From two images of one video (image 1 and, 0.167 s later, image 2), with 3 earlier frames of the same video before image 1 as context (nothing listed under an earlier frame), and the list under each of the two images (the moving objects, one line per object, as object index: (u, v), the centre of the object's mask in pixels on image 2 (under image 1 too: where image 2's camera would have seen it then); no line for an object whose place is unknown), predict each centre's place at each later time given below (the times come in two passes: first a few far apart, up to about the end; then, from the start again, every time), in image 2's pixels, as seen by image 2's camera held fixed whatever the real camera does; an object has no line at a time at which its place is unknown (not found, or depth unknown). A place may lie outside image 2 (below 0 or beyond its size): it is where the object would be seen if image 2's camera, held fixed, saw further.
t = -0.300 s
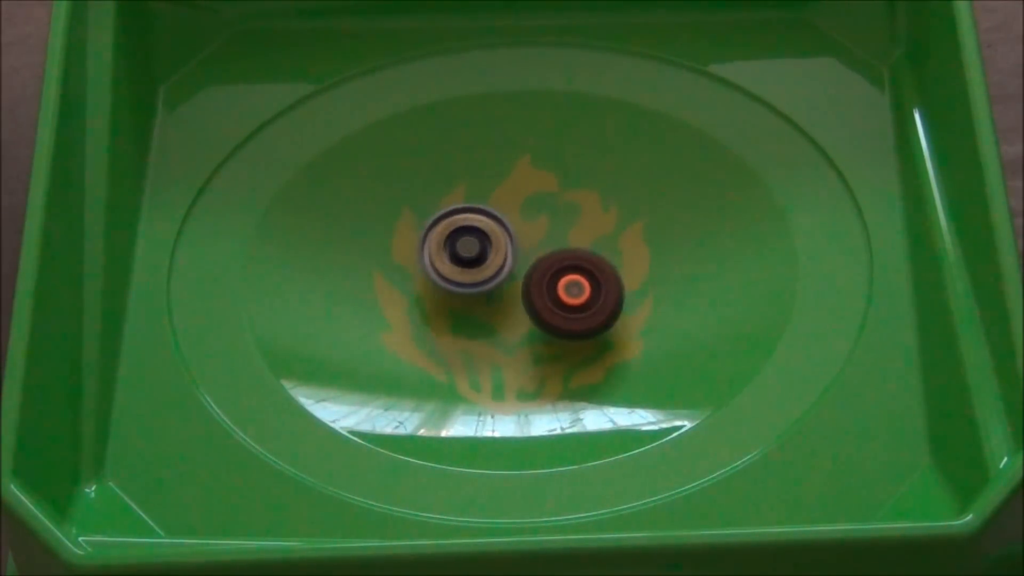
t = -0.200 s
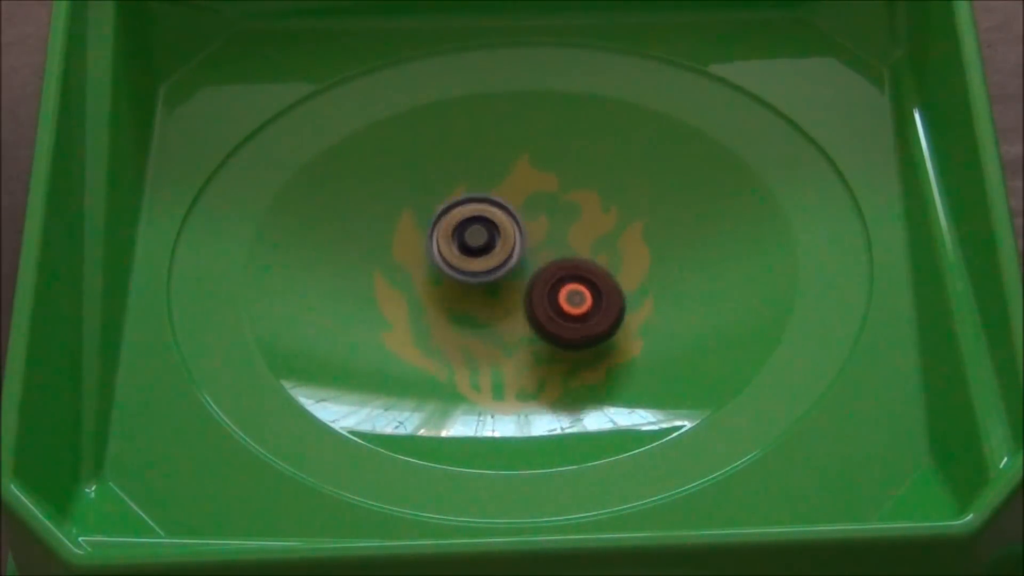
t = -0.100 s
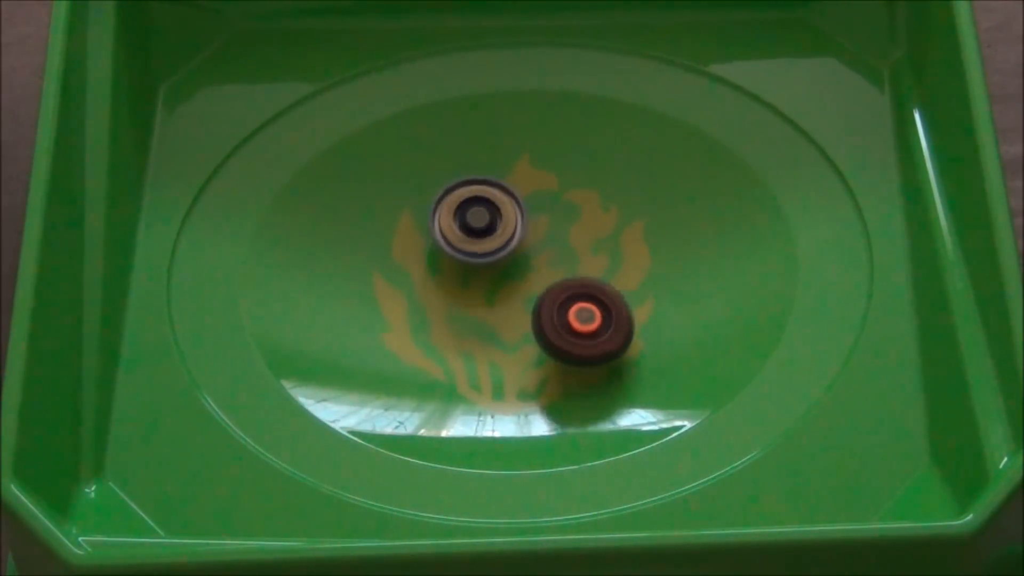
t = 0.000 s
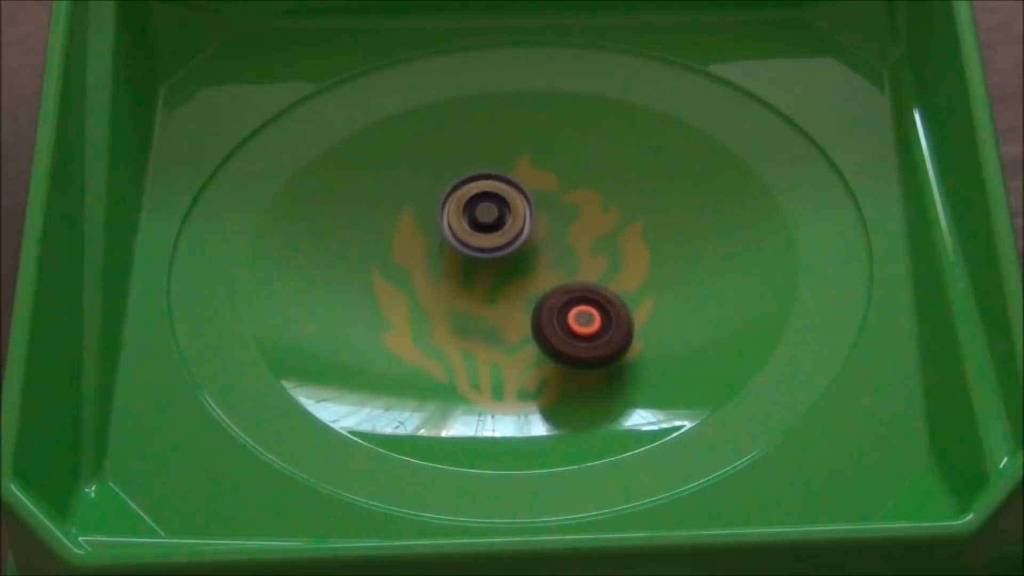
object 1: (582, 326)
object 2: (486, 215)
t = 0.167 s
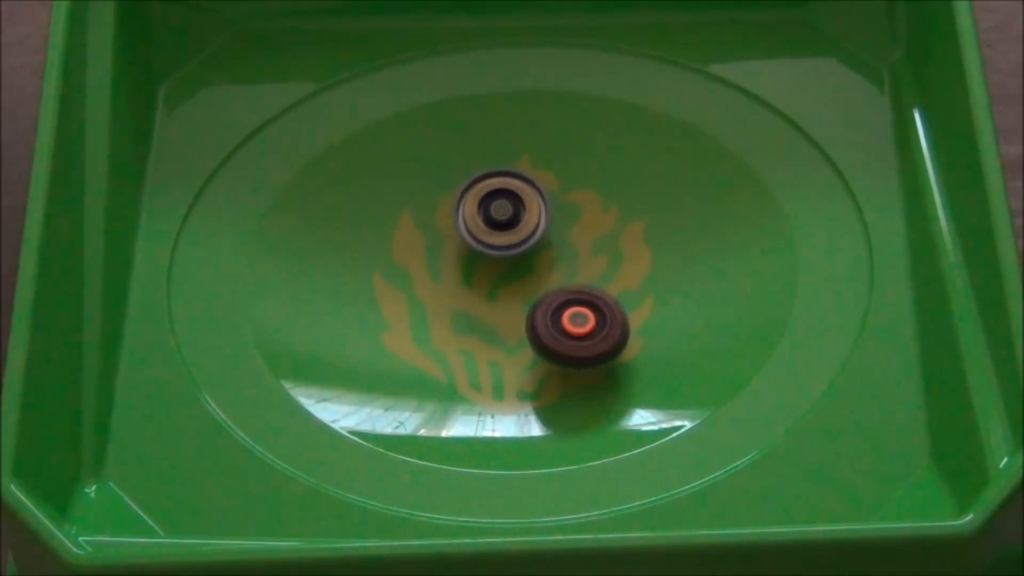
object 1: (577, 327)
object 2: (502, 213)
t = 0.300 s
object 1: (572, 325)
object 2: (515, 213)
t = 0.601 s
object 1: (563, 320)
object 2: (539, 225)
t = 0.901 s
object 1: (549, 343)
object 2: (554, 207)
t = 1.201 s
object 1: (532, 334)
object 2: (555, 214)
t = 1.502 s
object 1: (519, 332)
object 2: (548, 234)
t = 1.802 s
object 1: (500, 350)
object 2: (544, 222)
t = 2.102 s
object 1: (500, 326)
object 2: (529, 217)
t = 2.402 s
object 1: (505, 317)
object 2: (514, 221)
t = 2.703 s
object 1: (489, 389)
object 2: (501, 162)
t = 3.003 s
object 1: (491, 312)
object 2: (476, 203)
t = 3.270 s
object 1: (489, 351)
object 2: (501, 178)
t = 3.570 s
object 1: (494, 333)
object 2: (502, 203)
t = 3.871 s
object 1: (496, 319)
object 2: (523, 227)
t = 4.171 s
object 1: (476, 341)
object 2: (551, 228)
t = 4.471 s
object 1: (471, 335)
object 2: (544, 258)
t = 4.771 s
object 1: (444, 345)
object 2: (567, 251)
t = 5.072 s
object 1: (464, 316)
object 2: (562, 243)
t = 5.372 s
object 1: (472, 310)
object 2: (545, 241)
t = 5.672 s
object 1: (418, 342)
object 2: (580, 190)
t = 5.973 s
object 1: (454, 302)
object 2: (554, 198)
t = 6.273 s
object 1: (461, 296)
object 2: (554, 223)
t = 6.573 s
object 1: (449, 305)
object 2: (558, 239)
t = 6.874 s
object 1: (446, 301)
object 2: (546, 253)
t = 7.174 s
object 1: (402, 313)
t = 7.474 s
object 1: (454, 289)
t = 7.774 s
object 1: (465, 286)
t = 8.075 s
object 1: (445, 290)
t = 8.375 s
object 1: (443, 283)
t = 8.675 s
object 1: (441, 283)
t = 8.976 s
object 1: (434, 296)
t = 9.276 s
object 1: (446, 293)
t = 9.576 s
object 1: (455, 285)
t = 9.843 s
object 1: (431, 304)
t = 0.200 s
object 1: (576, 327)
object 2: (505, 212)
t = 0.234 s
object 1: (575, 326)
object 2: (508, 213)
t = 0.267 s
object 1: (574, 325)
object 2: (511, 213)
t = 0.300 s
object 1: (572, 325)
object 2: (515, 213)
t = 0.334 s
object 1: (571, 325)
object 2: (517, 214)
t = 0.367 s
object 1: (570, 324)
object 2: (521, 215)
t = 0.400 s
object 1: (569, 323)
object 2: (524, 216)
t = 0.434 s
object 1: (568, 323)
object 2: (526, 217)
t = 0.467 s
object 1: (567, 323)
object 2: (529, 218)
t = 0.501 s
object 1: (566, 322)
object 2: (531, 220)
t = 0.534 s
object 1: (565, 321)
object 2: (534, 221)
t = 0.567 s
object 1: (564, 320)
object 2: (537, 223)
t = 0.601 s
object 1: (563, 320)
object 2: (539, 225)
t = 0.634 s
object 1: (562, 320)
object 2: (541, 227)
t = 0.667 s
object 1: (561, 319)
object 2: (543, 229)
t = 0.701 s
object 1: (560, 326)
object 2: (545, 224)
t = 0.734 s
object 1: (559, 336)
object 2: (548, 216)
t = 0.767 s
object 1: (558, 342)
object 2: (550, 210)
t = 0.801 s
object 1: (556, 345)
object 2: (551, 208)
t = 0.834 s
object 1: (554, 345)
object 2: (553, 207)
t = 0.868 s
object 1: (552, 344)
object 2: (554, 206)
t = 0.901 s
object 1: (549, 343)
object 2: (554, 207)
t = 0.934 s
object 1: (547, 341)
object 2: (554, 207)
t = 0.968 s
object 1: (545, 340)
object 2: (555, 207)
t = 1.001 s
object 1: (543, 339)
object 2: (555, 208)
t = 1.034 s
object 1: (541, 338)
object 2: (556, 209)
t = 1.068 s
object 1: (539, 337)
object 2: (556, 210)
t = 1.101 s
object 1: (538, 336)
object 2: (556, 211)
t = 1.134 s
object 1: (536, 335)
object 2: (556, 212)
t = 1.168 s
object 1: (534, 334)
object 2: (556, 213)
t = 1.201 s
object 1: (532, 334)
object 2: (555, 214)
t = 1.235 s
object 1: (531, 333)
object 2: (555, 216)
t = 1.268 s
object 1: (529, 333)
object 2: (554, 218)
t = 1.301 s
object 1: (527, 333)
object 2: (554, 220)
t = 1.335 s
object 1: (526, 333)
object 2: (553, 222)
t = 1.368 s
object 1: (525, 332)
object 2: (552, 224)
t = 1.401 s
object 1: (523, 332)
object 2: (551, 226)
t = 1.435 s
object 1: (522, 332)
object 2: (550, 228)
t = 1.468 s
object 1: (520, 332)
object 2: (549, 231)
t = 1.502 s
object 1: (519, 332)
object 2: (548, 234)
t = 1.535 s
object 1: (518, 331)
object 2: (546, 236)
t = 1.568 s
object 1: (517, 331)
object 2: (545, 239)
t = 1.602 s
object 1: (515, 333)
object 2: (544, 241)
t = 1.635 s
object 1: (510, 344)
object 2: (546, 232)
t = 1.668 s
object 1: (505, 351)
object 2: (548, 228)
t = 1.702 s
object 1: (503, 354)
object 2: (548, 225)
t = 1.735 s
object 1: (501, 354)
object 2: (547, 224)
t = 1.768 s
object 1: (501, 353)
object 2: (546, 223)
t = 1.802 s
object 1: (500, 350)
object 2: (544, 222)
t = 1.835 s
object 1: (500, 346)
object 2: (542, 221)
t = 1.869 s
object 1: (500, 341)
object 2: (541, 220)
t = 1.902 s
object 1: (499, 336)
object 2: (539, 219)
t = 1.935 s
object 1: (499, 332)
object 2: (538, 219)
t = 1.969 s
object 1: (499, 330)
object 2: (536, 218)
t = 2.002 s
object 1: (499, 329)
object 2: (535, 218)
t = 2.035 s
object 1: (499, 327)
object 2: (533, 218)
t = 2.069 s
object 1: (500, 326)
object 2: (531, 217)
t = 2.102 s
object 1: (500, 326)
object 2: (529, 217)
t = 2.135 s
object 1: (500, 325)
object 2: (528, 217)
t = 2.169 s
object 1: (501, 324)
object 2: (526, 217)
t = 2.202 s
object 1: (502, 323)
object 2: (525, 217)
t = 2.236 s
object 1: (502, 322)
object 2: (523, 217)
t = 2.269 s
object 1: (503, 321)
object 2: (521, 218)
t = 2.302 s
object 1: (504, 320)
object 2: (519, 218)
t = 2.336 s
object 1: (504, 320)
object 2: (517, 219)
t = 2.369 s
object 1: (504, 319)
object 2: (516, 220)
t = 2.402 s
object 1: (505, 317)
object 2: (514, 221)
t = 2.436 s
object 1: (505, 316)
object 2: (512, 222)
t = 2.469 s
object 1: (505, 315)
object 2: (511, 222)
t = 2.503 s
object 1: (503, 326)
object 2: (511, 214)
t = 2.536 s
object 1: (499, 350)
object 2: (513, 192)
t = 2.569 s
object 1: (496, 370)
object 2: (515, 175)
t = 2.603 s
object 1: (493, 382)
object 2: (515, 165)
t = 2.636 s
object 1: (491, 390)
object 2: (512, 161)
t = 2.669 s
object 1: (490, 392)
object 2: (507, 161)
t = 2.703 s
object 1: (489, 389)
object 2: (501, 162)
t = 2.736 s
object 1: (487, 384)
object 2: (496, 165)
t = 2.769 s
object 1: (486, 377)
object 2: (491, 169)
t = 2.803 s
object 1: (486, 369)
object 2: (487, 173)
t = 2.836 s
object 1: (486, 359)
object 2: (483, 178)
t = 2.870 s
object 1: (487, 347)
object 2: (480, 184)
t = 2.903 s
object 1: (489, 336)
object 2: (478, 190)
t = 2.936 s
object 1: (490, 327)
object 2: (476, 195)
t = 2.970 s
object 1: (490, 318)
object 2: (476, 200)
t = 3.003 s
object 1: (491, 312)
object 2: (476, 203)
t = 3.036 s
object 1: (491, 306)
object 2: (479, 205)
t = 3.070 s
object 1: (491, 302)
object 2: (481, 206)
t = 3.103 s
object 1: (492, 300)
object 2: (484, 207)
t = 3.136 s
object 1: (492, 300)
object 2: (487, 209)
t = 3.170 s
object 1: (490, 315)
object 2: (491, 195)
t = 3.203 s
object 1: (489, 330)
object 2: (496, 183)
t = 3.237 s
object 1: (489, 342)
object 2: (499, 178)
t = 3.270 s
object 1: (489, 351)
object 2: (501, 178)
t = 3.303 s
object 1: (490, 354)
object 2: (500, 180)
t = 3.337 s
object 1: (491, 354)
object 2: (499, 182)
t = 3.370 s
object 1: (492, 352)
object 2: (498, 185)
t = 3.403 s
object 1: (492, 348)
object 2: (496, 189)
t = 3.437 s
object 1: (493, 344)
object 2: (496, 192)
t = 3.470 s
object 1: (493, 340)
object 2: (496, 196)
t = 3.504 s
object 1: (494, 336)
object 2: (497, 199)
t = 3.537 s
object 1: (494, 334)
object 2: (499, 201)
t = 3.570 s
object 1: (494, 333)
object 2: (502, 203)
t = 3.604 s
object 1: (494, 331)
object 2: (504, 205)
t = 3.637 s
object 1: (495, 330)
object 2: (507, 207)
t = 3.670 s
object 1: (495, 329)
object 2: (509, 209)
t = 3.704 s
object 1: (495, 328)
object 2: (512, 212)
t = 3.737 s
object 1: (495, 327)
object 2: (514, 215)
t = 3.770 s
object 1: (496, 324)
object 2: (517, 218)
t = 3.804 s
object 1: (496, 323)
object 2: (519, 221)
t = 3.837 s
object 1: (496, 322)
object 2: (521, 224)
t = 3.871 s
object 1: (496, 319)
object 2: (523, 227)
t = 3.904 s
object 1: (495, 319)
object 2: (525, 229)
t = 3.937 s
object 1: (488, 329)
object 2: (533, 222)
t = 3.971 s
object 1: (484, 335)
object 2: (539, 218)
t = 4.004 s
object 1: (481, 340)
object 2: (543, 216)
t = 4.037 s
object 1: (479, 343)
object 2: (547, 217)
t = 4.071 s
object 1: (478, 343)
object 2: (549, 219)
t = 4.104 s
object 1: (478, 343)
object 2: (550, 221)
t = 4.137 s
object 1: (477, 342)
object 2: (551, 224)
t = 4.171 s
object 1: (476, 341)
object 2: (551, 228)
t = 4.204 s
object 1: (476, 340)
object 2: (551, 231)
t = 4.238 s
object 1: (475, 339)
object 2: (551, 235)
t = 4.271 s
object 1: (474, 338)
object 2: (550, 238)
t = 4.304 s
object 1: (474, 338)
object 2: (550, 242)
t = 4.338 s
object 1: (473, 338)
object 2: (549, 245)
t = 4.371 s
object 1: (472, 337)
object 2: (548, 248)
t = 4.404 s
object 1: (472, 336)
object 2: (547, 252)
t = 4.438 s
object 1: (471, 336)
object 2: (546, 255)
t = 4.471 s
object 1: (471, 335)
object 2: (544, 258)
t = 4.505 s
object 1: (470, 335)
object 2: (543, 261)
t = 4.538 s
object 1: (469, 334)
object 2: (541, 264)
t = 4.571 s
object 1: (467, 335)
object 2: (543, 265)
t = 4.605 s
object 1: (467, 335)
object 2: (543, 267)
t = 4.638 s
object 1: (467, 335)
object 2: (542, 268)
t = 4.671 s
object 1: (457, 340)
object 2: (550, 263)
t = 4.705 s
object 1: (449, 344)
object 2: (558, 257)
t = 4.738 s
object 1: (445, 345)
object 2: (564, 253)
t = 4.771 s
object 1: (444, 345)
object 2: (567, 251)
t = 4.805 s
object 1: (444, 342)
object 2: (567, 250)
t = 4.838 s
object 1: (446, 339)
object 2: (567, 249)
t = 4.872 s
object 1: (448, 335)
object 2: (566, 248)
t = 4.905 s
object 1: (452, 331)
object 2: (566, 247)
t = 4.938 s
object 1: (454, 326)
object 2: (565, 246)
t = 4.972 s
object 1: (457, 322)
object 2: (565, 245)
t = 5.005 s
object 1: (460, 319)
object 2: (564, 245)
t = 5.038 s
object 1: (462, 317)
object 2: (563, 244)
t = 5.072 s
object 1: (464, 316)
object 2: (562, 243)
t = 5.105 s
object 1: (464, 316)
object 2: (560, 243)
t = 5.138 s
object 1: (465, 315)
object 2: (559, 242)
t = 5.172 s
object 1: (466, 314)
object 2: (557, 242)
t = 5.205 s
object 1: (467, 314)
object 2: (555, 241)
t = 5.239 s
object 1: (468, 314)
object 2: (553, 241)
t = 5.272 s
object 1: (469, 313)
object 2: (551, 241)
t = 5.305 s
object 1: (470, 312)
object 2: (549, 241)
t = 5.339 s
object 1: (471, 311)
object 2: (547, 240)
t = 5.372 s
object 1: (472, 310)
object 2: (545, 241)
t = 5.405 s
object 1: (468, 313)
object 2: (547, 238)
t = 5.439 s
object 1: (450, 328)
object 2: (563, 223)
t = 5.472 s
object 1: (434, 339)
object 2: (575, 212)
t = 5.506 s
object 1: (423, 347)
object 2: (583, 204)
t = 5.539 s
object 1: (416, 351)
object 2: (587, 198)
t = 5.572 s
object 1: (414, 352)
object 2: (587, 196)
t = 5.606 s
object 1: (414, 350)
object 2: (585, 193)
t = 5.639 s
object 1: (416, 346)
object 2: (582, 191)
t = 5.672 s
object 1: (418, 342)
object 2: (580, 190)
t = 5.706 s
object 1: (421, 338)
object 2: (577, 189)
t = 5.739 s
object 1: (425, 333)
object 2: (574, 189)
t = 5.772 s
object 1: (429, 327)
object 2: (571, 189)
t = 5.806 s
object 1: (435, 321)
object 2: (568, 190)
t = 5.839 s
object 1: (440, 316)
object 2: (564, 191)
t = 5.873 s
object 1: (445, 311)
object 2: (561, 193)
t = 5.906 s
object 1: (449, 307)
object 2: (558, 195)
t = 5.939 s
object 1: (452, 304)
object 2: (556, 197)
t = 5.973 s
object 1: (454, 302)
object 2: (554, 198)
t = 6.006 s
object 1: (455, 301)
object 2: (554, 200)
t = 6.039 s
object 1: (456, 300)
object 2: (554, 203)
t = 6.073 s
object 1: (456, 299)
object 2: (555, 205)
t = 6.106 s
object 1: (457, 299)
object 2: (555, 208)
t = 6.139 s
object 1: (458, 298)
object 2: (556, 211)
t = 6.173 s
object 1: (459, 298)
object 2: (556, 214)
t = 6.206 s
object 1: (460, 297)
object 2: (555, 217)
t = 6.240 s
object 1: (461, 297)
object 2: (555, 220)
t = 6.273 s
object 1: (461, 296)
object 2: (554, 223)
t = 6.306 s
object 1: (462, 296)
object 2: (553, 226)
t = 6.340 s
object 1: (463, 295)
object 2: (552, 229)
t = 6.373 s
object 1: (463, 294)
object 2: (551, 232)
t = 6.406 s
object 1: (463, 294)
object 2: (549, 235)
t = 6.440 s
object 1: (460, 296)
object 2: (552, 235)
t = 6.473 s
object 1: (454, 300)
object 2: (557, 235)
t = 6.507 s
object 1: (450, 303)
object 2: (559, 236)
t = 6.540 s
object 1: (448, 304)
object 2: (559, 237)
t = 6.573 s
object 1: (449, 305)
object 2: (558, 239)
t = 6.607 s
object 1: (449, 304)
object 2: (557, 241)
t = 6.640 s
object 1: (449, 304)
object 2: (556, 243)
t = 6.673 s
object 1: (450, 303)
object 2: (554, 244)
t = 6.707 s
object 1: (450, 303)
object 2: (553, 246)
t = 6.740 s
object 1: (450, 302)
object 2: (551, 248)
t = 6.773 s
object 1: (451, 301)
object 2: (549, 249)
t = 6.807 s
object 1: (451, 301)
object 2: (546, 251)
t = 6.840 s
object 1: (451, 300)
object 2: (544, 253)
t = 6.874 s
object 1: (446, 301)
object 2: (546, 253)
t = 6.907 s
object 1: (426, 310)
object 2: (564, 246)
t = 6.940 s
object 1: (409, 316)
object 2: (577, 241)
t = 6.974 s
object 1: (397, 320)
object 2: (587, 237)
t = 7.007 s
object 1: (392, 322)
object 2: (591, 236)
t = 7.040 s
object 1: (391, 321)
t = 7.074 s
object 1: (392, 320)
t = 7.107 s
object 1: (394, 318)
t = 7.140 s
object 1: (398, 315)
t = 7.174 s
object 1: (402, 313)
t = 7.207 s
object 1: (407, 310)
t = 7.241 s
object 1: (413, 307)
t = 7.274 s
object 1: (419, 304)
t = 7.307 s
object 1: (426, 301)
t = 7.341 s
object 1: (433, 297)
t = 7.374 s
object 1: (440, 294)
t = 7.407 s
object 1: (446, 292)
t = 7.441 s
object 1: (451, 290)
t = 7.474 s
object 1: (454, 289)
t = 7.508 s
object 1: (455, 289)
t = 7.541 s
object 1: (457, 289)
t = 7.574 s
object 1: (458, 288)
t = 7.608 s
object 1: (459, 288)
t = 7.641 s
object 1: (460, 288)
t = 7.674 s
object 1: (462, 287)
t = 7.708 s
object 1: (463, 287)
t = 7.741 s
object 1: (464, 287)
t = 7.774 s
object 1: (465, 286)
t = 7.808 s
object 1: (467, 285)
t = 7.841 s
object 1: (467, 284)
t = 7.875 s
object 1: (468, 283)
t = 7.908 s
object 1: (469, 283)
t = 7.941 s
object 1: (467, 283)
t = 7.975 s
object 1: (458, 286)
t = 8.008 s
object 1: (451, 288)
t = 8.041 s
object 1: (446, 290)
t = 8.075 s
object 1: (445, 290)
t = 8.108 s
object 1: (445, 290)
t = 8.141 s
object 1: (445, 289)
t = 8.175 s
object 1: (445, 288)
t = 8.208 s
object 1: (444, 287)
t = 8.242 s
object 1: (444, 286)
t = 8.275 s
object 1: (444, 285)
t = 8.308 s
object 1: (444, 285)
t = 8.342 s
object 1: (443, 284)
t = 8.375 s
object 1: (443, 283)
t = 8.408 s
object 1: (443, 283)
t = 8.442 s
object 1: (442, 283)
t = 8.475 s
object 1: (442, 283)
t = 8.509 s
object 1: (442, 283)
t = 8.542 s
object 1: (442, 283)
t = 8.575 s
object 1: (442, 282)
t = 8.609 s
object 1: (441, 283)
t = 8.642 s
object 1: (441, 283)
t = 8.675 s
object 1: (441, 283)
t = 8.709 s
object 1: (441, 283)
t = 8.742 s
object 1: (441, 284)
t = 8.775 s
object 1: (442, 284)
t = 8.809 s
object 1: (442, 284)
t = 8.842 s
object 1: (442, 285)
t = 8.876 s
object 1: (441, 286)
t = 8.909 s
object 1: (436, 291)
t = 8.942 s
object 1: (434, 295)
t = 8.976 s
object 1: (434, 296)
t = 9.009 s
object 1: (436, 296)
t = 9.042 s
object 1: (437, 296)
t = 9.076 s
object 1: (438, 295)
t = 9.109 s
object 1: (439, 295)
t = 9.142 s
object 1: (440, 295)
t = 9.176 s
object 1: (442, 295)
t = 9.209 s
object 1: (443, 294)
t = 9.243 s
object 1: (444, 294)
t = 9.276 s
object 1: (446, 293)
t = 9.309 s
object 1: (447, 293)
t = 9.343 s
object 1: (449, 292)
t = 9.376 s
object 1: (450, 291)
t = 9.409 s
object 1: (451, 290)
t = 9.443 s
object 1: (452, 289)
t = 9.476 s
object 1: (453, 288)
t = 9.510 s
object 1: (453, 287)
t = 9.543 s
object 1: (454, 286)
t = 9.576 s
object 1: (455, 285)
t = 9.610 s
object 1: (454, 285)
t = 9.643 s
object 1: (453, 286)
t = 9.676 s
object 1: (453, 286)
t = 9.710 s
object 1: (453, 285)
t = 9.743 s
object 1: (444, 293)
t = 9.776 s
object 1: (437, 299)
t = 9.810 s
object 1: (433, 302)
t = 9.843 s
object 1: (431, 304)
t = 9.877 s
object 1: (432, 304)
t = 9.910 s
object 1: (432, 303)
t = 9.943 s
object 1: (433, 303)
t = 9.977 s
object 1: (434, 302)
